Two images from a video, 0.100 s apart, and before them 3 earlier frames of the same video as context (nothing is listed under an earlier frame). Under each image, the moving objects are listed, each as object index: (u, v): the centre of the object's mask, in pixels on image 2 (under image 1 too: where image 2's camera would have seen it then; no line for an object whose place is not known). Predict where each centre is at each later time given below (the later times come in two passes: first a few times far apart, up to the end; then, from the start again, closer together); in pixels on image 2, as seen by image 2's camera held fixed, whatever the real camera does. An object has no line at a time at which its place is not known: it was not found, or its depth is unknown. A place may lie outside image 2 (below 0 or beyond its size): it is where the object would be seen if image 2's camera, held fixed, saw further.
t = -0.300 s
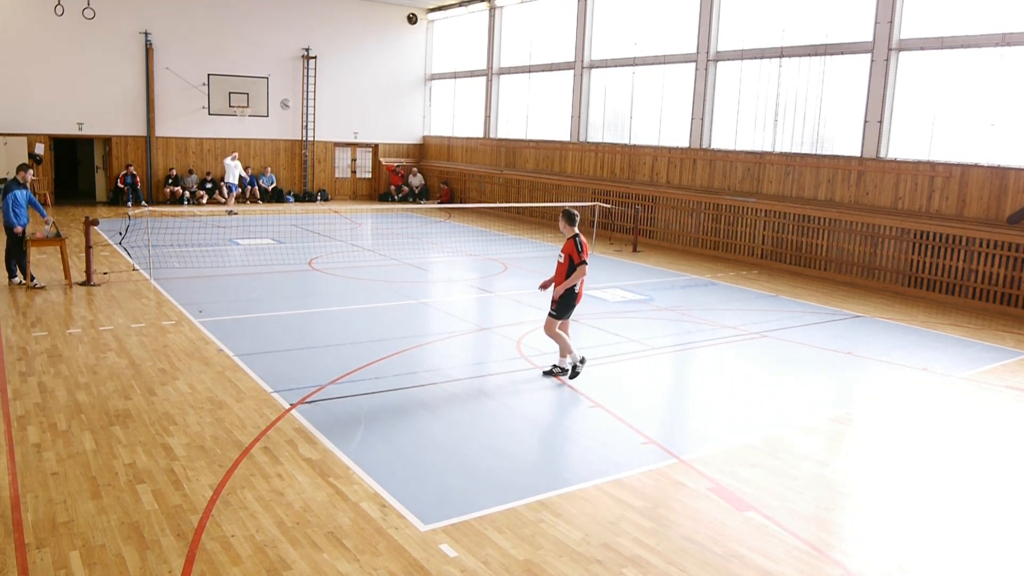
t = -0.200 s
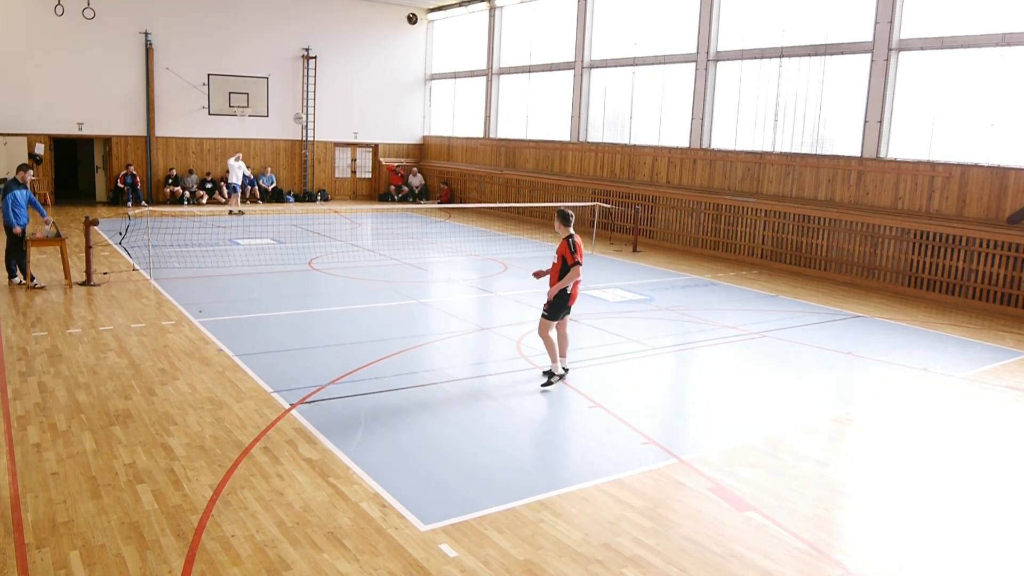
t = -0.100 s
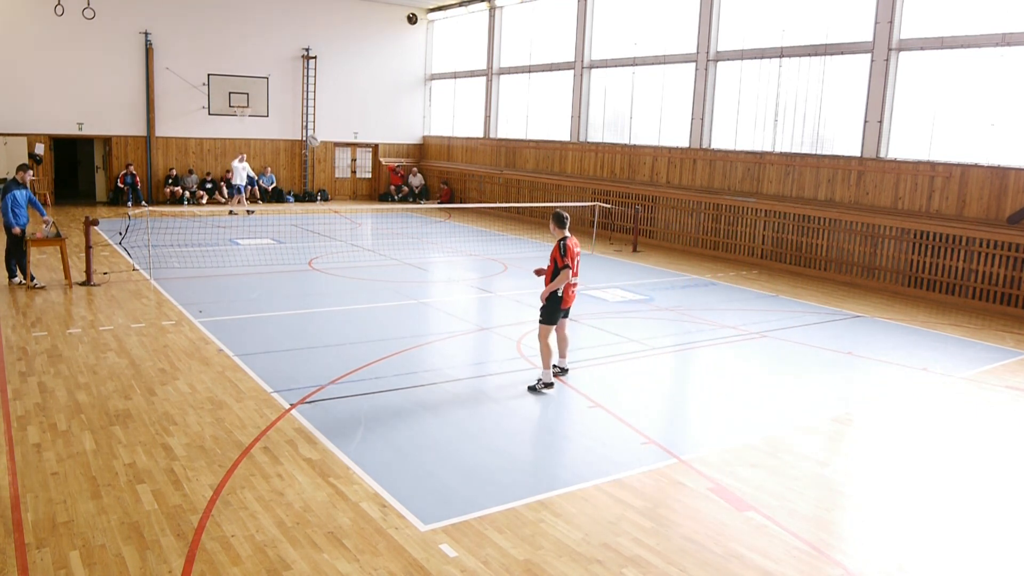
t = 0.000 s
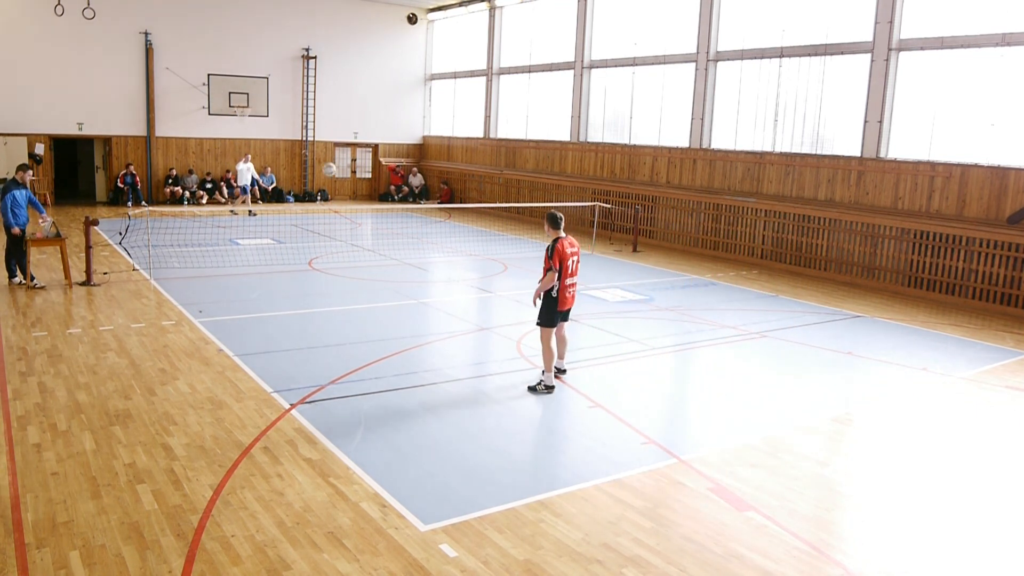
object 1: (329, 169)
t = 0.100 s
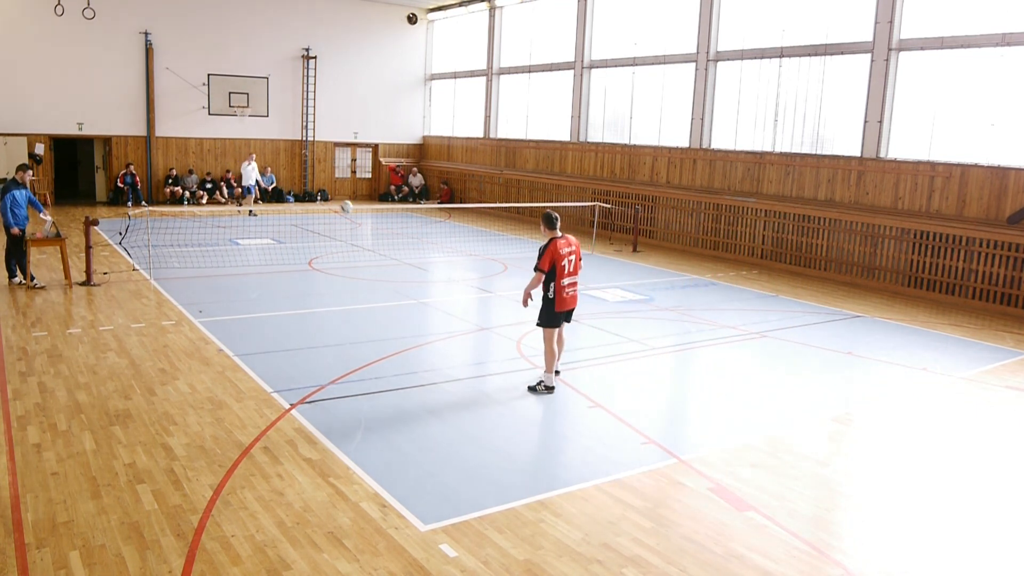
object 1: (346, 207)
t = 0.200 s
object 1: (363, 255)
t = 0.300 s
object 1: (379, 270)
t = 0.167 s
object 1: (357, 238)
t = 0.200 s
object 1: (363, 255)
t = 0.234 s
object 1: (370, 273)
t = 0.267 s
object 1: (375, 281)
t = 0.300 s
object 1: (379, 270)
